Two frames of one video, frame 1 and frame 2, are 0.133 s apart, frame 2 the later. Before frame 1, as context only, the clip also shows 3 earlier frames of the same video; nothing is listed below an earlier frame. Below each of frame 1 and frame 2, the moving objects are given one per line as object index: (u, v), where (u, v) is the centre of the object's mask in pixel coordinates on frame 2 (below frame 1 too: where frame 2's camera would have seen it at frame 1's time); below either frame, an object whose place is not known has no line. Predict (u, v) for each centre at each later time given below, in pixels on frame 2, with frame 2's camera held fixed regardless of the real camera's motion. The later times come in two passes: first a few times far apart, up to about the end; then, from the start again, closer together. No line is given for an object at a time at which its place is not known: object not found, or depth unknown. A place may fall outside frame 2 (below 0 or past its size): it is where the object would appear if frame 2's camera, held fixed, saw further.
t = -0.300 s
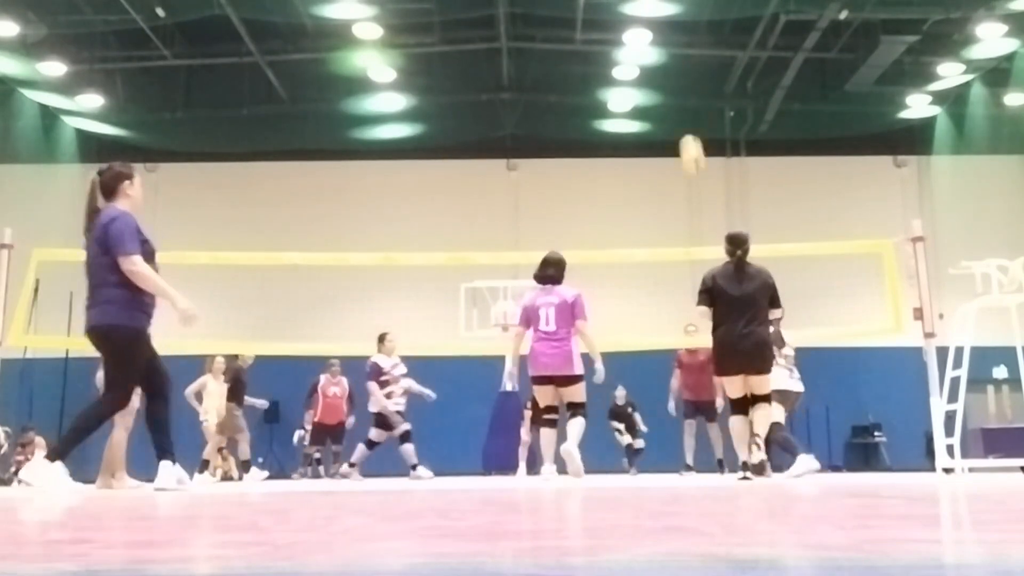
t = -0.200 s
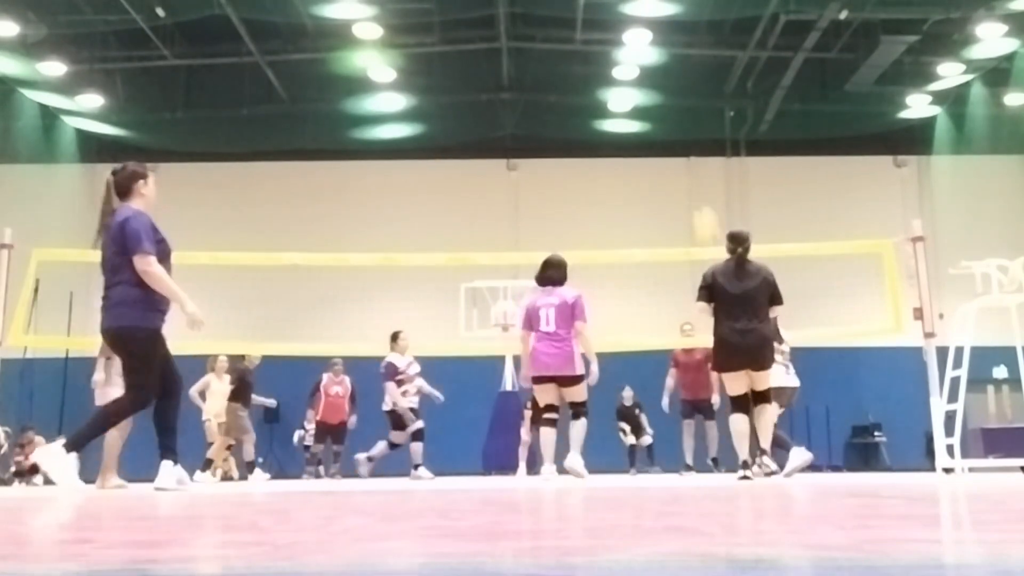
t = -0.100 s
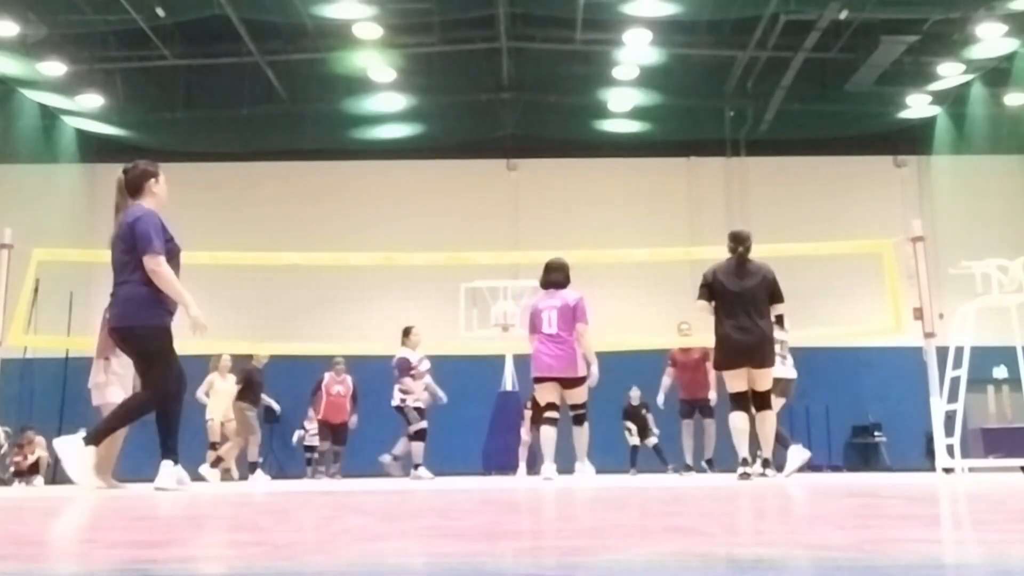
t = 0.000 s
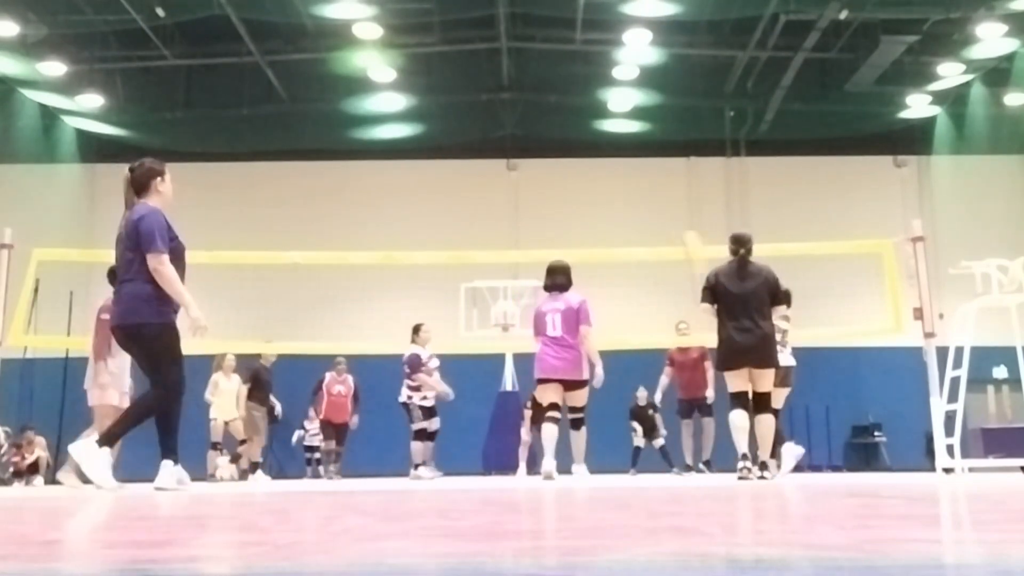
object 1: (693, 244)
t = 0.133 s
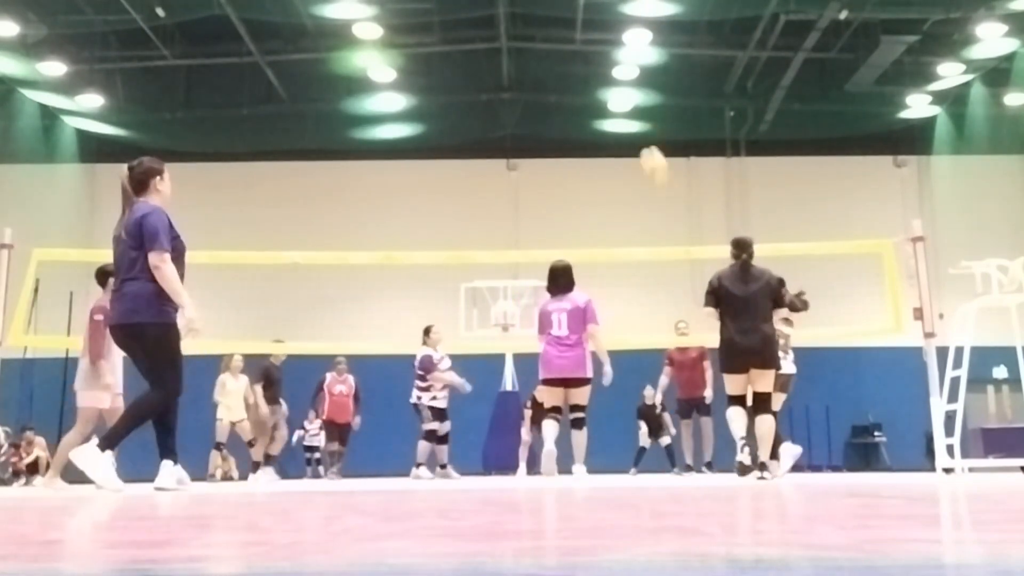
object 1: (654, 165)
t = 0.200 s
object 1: (637, 132)
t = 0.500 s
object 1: (560, 47)
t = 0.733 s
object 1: (507, 47)
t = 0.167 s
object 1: (645, 146)
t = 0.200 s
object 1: (637, 132)
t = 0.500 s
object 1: (560, 47)
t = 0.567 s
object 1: (545, 41)
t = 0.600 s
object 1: (538, 41)
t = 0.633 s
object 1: (530, 41)
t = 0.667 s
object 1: (522, 42)
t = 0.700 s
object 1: (515, 44)
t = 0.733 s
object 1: (507, 47)
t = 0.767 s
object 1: (501, 52)
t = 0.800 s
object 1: (494, 57)
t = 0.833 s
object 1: (487, 63)
